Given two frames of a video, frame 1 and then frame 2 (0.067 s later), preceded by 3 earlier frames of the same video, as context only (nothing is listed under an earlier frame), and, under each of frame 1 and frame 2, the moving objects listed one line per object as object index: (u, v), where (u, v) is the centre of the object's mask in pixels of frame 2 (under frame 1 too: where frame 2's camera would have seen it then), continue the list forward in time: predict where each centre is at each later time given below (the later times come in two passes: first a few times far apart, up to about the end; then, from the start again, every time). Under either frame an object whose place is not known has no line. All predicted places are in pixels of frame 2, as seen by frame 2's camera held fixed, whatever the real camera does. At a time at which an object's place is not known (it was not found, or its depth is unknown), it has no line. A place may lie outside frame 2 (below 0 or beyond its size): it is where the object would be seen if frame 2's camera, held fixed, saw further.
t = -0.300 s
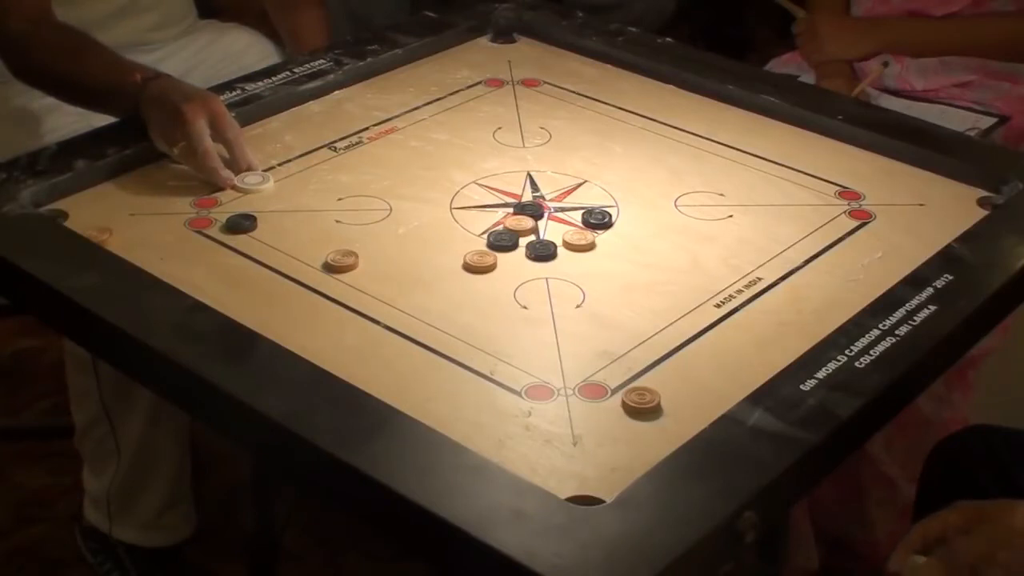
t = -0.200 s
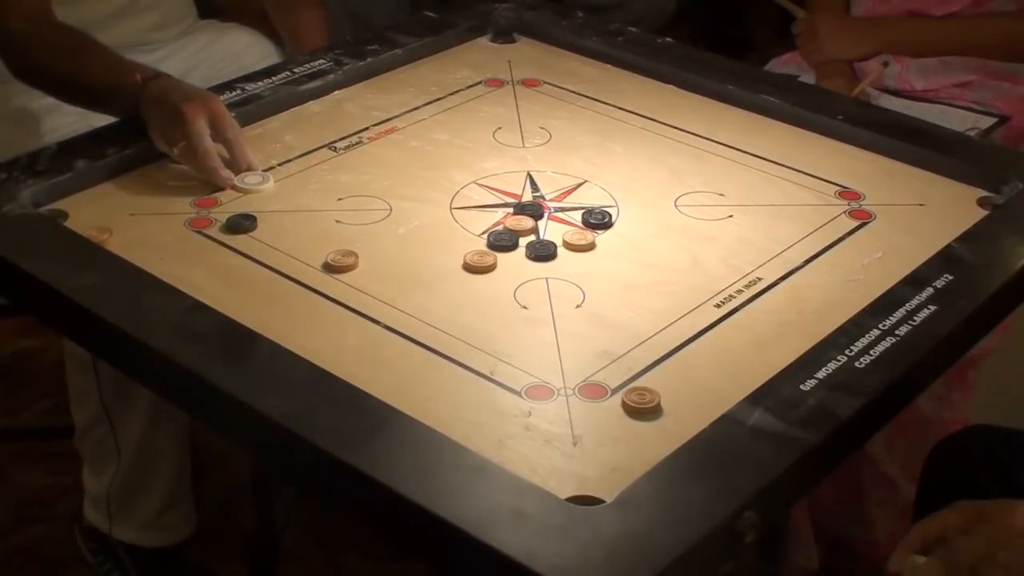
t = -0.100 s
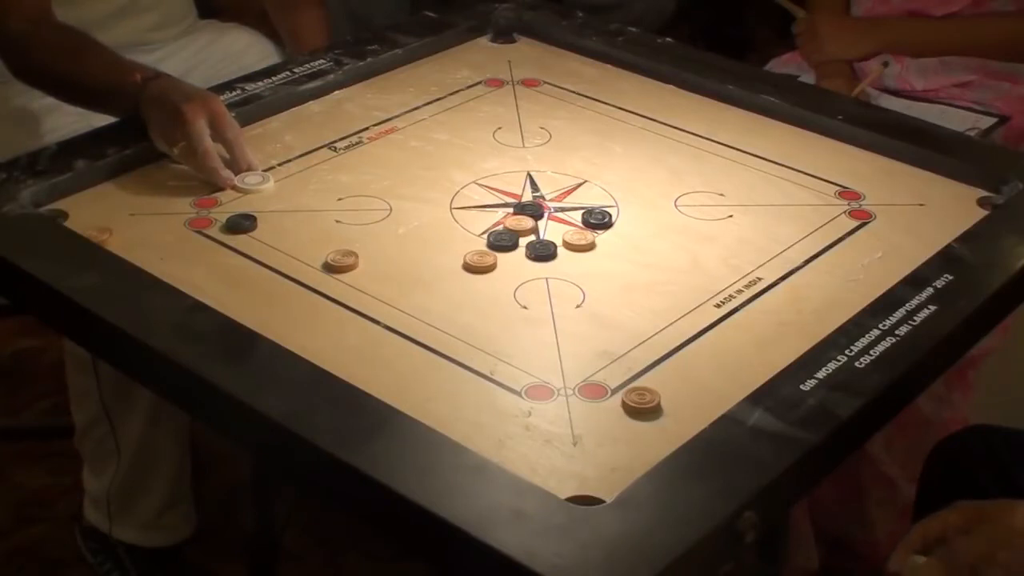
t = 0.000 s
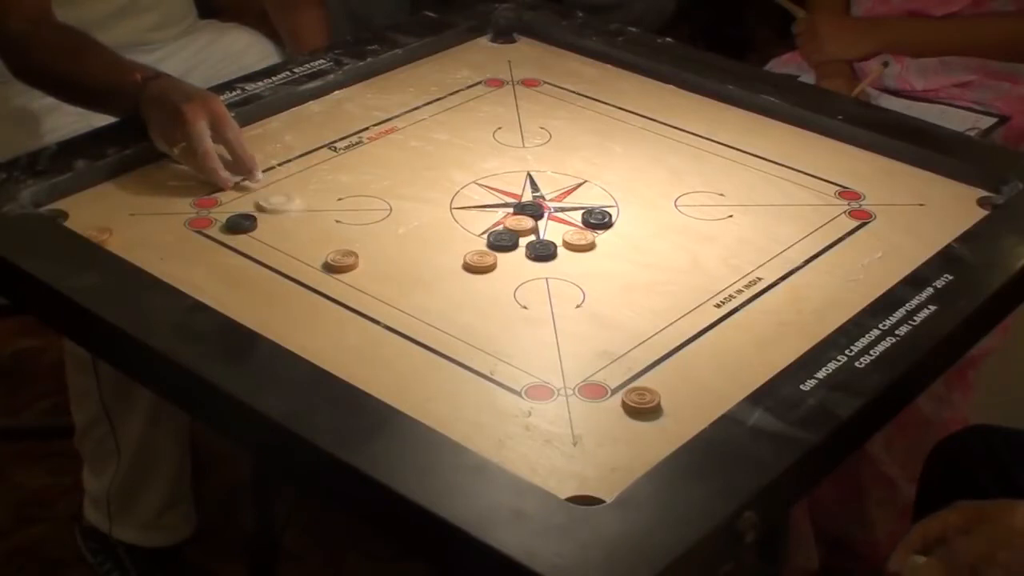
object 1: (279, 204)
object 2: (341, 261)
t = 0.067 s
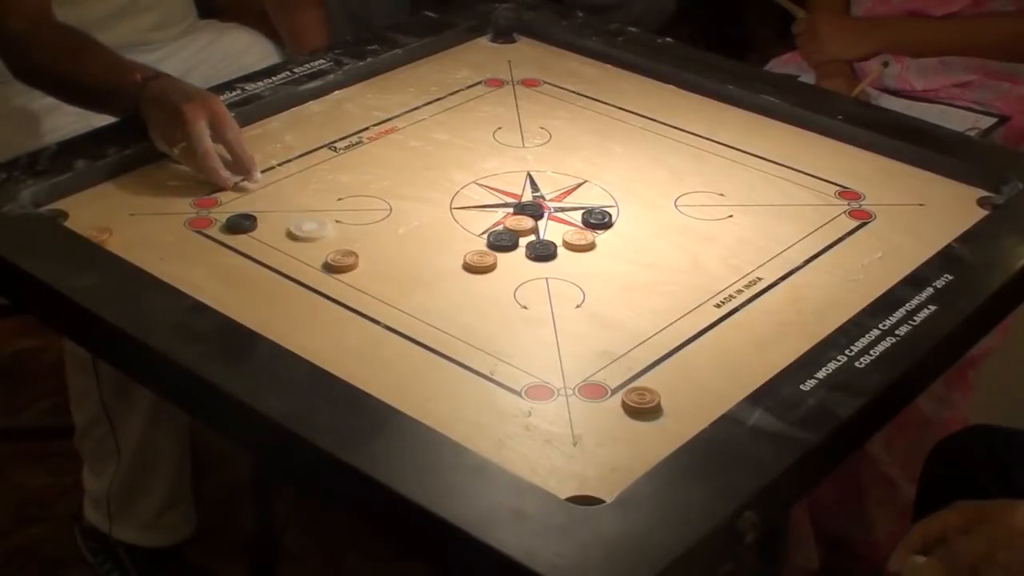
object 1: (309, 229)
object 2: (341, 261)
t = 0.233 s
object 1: (360, 270)
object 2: (412, 336)
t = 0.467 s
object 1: (393, 296)
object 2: (534, 465)
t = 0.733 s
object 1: (396, 298)
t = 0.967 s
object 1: (396, 299)
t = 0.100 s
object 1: (323, 242)
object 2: (341, 261)
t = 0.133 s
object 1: (335, 251)
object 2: (356, 276)
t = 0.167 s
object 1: (344, 258)
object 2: (374, 298)
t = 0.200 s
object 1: (352, 264)
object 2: (395, 318)
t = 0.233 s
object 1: (360, 270)
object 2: (412, 336)
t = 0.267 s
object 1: (367, 275)
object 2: (430, 356)
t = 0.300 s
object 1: (373, 280)
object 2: (449, 376)
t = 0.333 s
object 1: (379, 285)
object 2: (466, 395)
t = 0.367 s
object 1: (384, 288)
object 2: (484, 414)
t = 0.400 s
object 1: (388, 291)
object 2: (500, 431)
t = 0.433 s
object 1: (391, 294)
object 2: (517, 449)
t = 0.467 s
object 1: (393, 296)
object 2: (534, 465)
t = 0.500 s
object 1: (395, 297)
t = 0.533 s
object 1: (396, 298)
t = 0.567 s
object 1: (396, 299)
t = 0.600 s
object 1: (396, 299)
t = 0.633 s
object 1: (396, 299)
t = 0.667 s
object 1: (396, 298)
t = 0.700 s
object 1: (396, 298)
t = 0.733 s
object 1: (396, 298)
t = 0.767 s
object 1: (396, 298)
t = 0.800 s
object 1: (396, 298)
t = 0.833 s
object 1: (396, 298)
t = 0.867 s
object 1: (396, 299)
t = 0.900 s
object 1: (396, 299)
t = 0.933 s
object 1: (396, 299)
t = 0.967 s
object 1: (396, 299)
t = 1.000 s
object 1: (396, 299)
